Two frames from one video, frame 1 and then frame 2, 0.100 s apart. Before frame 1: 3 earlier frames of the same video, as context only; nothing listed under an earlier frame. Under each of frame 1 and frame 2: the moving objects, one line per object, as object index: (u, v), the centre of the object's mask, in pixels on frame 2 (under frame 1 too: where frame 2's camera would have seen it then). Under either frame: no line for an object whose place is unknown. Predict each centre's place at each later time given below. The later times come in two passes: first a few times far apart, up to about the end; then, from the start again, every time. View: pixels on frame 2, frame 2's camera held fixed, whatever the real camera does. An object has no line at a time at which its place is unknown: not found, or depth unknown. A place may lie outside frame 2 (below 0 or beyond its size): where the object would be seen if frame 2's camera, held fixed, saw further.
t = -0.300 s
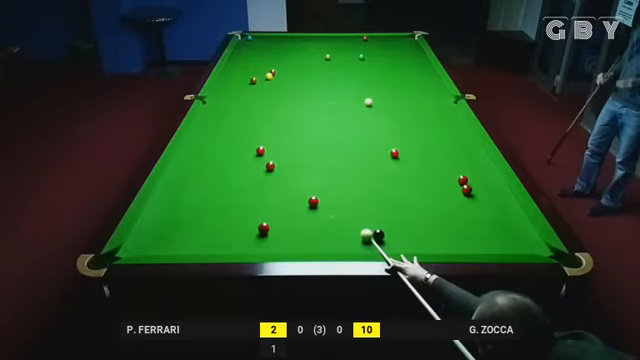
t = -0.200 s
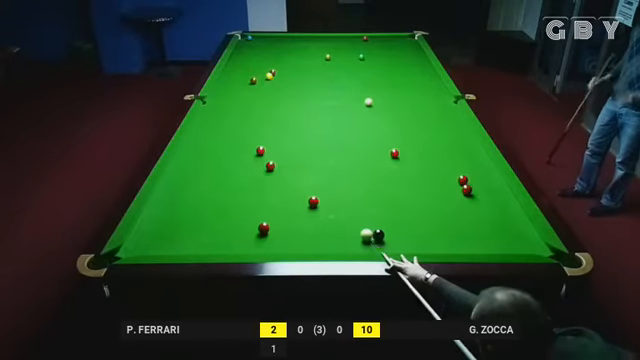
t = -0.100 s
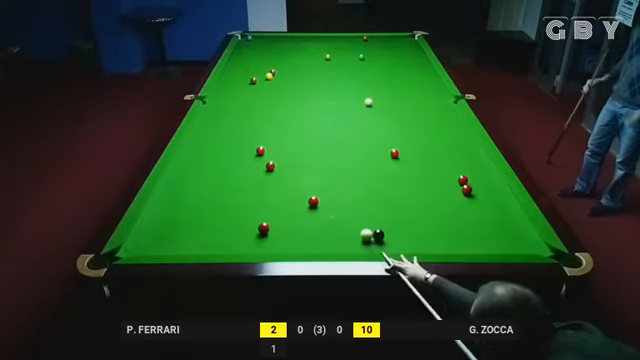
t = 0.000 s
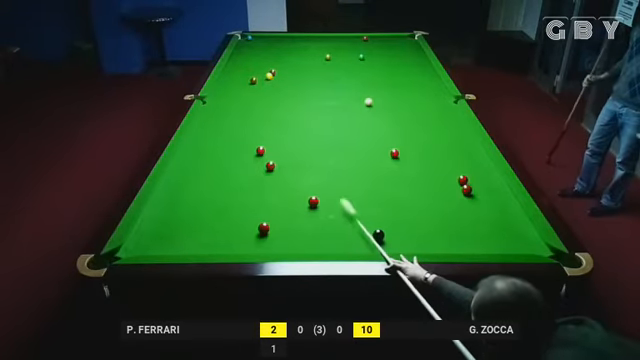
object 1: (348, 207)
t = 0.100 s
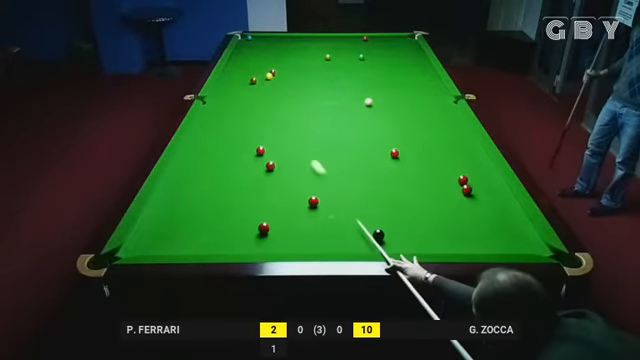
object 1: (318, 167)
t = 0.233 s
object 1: (289, 129)
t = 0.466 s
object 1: (256, 84)
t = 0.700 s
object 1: (236, 80)
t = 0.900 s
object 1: (223, 74)
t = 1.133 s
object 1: (240, 68)
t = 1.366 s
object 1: (254, 63)
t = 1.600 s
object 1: (268, 58)
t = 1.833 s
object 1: (280, 54)
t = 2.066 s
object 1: (291, 49)
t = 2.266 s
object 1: (299, 46)
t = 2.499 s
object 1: (308, 43)
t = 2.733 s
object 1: (317, 40)
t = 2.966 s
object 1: (324, 37)
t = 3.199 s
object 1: (330, 38)
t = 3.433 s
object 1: (335, 39)
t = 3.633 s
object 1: (339, 41)
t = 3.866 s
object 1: (344, 43)
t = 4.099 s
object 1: (348, 44)
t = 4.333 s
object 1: (352, 46)
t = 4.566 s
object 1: (356, 47)
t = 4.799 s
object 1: (359, 49)
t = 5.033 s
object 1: (362, 50)
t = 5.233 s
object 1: (365, 51)
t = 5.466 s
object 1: (367, 52)
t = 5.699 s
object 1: (369, 53)
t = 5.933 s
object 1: (371, 54)
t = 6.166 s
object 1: (372, 54)
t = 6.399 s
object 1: (373, 55)
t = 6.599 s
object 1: (374, 55)
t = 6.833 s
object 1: (375, 55)
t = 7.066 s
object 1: (375, 55)
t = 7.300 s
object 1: (375, 55)
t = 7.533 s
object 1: (375, 55)
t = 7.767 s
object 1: (375, 55)
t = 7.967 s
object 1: (375, 55)
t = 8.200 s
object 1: (375, 55)
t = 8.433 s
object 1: (375, 55)
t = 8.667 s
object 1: (375, 55)
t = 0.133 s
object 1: (310, 156)
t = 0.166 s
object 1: (302, 147)
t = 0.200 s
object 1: (295, 138)
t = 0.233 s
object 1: (289, 129)
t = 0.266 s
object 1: (284, 121)
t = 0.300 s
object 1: (279, 115)
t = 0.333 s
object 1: (273, 108)
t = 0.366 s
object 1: (268, 101)
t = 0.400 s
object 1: (264, 95)
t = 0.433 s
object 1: (260, 89)
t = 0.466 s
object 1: (256, 84)
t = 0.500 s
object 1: (252, 82)
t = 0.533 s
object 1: (250, 82)
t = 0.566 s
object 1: (247, 82)
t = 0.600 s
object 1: (245, 82)
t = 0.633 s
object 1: (242, 81)
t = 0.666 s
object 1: (239, 80)
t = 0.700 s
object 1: (236, 80)
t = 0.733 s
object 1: (234, 79)
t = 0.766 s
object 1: (231, 78)
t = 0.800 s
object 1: (229, 77)
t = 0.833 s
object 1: (226, 76)
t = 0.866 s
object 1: (224, 75)
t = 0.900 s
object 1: (223, 74)
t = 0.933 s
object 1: (226, 73)
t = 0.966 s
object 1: (229, 72)
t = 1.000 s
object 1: (231, 71)
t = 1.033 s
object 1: (234, 71)
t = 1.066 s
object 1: (236, 70)
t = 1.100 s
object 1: (238, 69)
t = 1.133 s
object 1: (240, 68)
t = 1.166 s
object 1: (242, 67)
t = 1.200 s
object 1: (245, 67)
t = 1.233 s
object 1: (246, 66)
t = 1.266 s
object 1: (249, 65)
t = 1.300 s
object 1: (251, 64)
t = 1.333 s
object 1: (253, 63)
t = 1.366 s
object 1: (254, 63)
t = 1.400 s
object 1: (257, 62)
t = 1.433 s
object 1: (258, 61)
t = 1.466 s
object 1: (260, 61)
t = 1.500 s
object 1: (262, 60)
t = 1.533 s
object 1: (264, 59)
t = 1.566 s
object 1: (266, 58)
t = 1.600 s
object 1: (268, 58)
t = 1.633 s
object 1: (270, 57)
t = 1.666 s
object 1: (271, 57)
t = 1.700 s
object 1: (273, 56)
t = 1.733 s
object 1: (275, 55)
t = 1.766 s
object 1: (276, 55)
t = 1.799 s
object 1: (278, 54)
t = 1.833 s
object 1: (280, 54)
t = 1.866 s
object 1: (281, 53)
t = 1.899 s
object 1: (283, 52)
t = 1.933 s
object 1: (285, 52)
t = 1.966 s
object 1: (286, 51)
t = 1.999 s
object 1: (288, 50)
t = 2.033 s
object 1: (290, 50)
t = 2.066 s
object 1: (291, 49)
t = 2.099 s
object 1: (292, 49)
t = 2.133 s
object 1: (294, 48)
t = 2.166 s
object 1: (295, 48)
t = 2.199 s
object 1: (296, 47)
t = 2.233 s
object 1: (298, 47)
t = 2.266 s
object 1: (299, 46)
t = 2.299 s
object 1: (301, 46)
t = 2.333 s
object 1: (302, 45)
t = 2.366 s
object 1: (303, 45)
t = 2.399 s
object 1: (305, 44)
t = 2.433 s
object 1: (306, 44)
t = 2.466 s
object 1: (307, 43)
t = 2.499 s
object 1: (308, 43)
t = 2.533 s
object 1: (310, 42)
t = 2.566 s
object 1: (311, 42)
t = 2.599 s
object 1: (312, 41)
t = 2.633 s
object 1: (313, 41)
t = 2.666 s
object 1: (314, 41)
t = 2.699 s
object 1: (316, 40)
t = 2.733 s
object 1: (317, 40)
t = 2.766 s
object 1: (318, 39)
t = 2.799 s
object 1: (319, 39)
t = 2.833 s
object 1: (320, 38)
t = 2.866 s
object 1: (321, 38)
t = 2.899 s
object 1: (322, 38)
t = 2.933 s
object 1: (323, 37)
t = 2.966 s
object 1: (324, 37)
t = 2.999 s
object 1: (325, 37)
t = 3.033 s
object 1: (326, 37)
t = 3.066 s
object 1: (327, 36)
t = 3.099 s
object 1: (328, 37)
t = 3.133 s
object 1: (329, 37)
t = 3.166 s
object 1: (329, 37)
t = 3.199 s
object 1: (330, 38)
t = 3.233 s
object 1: (331, 38)
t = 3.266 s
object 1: (331, 38)
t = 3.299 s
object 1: (332, 38)
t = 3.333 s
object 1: (333, 39)
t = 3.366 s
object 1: (334, 39)
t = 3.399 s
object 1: (334, 39)
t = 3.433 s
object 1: (335, 39)
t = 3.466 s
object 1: (336, 40)
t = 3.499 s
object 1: (336, 40)
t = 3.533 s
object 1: (337, 40)
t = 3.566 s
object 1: (338, 40)
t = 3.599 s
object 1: (339, 41)
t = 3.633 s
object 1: (339, 41)
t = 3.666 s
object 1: (340, 42)
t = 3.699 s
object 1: (341, 42)
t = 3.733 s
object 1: (341, 42)
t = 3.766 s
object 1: (342, 42)
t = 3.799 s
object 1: (342, 42)
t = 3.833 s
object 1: (343, 43)
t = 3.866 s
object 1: (344, 43)
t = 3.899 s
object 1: (344, 43)
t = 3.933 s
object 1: (345, 43)
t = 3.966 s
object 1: (346, 44)
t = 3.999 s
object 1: (346, 44)
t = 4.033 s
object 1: (347, 44)
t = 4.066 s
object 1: (347, 44)
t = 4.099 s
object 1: (348, 44)
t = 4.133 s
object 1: (349, 44)
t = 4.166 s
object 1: (349, 45)
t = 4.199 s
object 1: (350, 45)
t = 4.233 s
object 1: (351, 45)
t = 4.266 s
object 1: (351, 46)
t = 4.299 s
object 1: (352, 46)
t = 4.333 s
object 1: (352, 46)
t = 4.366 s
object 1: (353, 46)
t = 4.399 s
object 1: (353, 46)
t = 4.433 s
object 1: (354, 47)
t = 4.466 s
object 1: (354, 47)
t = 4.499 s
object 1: (355, 47)
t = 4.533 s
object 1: (355, 47)
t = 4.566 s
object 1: (356, 47)
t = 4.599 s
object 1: (356, 48)
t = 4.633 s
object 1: (357, 48)
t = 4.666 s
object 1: (357, 48)
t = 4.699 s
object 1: (358, 48)
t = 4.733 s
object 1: (358, 48)
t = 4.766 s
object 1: (359, 49)
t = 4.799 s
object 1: (359, 49)
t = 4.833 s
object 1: (360, 49)
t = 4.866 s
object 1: (360, 49)
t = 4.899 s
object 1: (361, 49)
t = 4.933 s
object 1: (361, 50)
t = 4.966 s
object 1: (362, 50)
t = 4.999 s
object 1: (362, 50)
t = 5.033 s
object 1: (362, 50)
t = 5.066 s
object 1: (363, 50)
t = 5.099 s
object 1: (363, 50)
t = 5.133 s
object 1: (363, 51)
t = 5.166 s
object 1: (364, 51)
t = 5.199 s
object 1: (364, 51)
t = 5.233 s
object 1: (365, 51)
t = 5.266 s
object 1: (365, 51)
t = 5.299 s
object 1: (366, 51)
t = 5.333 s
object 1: (366, 51)
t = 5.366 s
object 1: (366, 52)
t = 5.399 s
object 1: (366, 52)
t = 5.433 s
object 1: (367, 52)
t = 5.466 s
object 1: (367, 52)
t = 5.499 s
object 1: (367, 52)
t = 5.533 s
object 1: (368, 52)
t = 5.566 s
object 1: (368, 52)
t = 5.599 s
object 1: (368, 52)
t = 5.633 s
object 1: (368, 52)
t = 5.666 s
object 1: (369, 53)
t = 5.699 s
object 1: (369, 53)
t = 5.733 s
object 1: (370, 53)
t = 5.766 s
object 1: (370, 53)
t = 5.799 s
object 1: (371, 53)
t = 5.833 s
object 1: (371, 53)
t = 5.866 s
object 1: (371, 53)
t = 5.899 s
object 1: (371, 54)
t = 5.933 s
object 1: (371, 54)
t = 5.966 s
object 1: (371, 54)
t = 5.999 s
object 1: (372, 54)
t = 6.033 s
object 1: (372, 54)
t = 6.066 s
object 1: (372, 54)
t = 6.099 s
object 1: (372, 54)
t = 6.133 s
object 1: (372, 54)
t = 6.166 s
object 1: (372, 54)
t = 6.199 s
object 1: (373, 54)
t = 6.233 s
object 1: (373, 54)
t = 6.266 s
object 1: (373, 54)
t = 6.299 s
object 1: (373, 55)
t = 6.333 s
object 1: (373, 55)
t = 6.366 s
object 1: (373, 55)
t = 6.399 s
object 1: (373, 55)
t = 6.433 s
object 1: (374, 55)
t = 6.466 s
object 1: (374, 55)
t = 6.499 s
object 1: (374, 55)
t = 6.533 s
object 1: (374, 55)
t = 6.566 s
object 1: (374, 55)
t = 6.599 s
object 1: (374, 55)
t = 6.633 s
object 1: (375, 55)
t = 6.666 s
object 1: (375, 55)
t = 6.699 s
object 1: (375, 55)
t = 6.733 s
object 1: (375, 55)
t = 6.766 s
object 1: (375, 55)
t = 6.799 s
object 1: (375, 55)
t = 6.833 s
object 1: (375, 55)
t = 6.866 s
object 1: (375, 55)
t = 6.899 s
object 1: (375, 55)
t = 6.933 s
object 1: (375, 55)
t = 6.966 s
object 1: (375, 55)
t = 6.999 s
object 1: (375, 55)
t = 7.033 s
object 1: (375, 55)
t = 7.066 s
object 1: (375, 55)
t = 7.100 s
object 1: (375, 55)
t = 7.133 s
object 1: (375, 55)
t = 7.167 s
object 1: (375, 55)
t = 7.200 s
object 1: (375, 55)
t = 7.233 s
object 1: (375, 55)
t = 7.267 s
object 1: (375, 55)
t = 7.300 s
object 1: (375, 55)
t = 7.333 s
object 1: (375, 55)
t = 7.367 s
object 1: (375, 55)
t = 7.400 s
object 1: (375, 55)
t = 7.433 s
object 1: (375, 55)
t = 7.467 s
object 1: (375, 55)
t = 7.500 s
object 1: (375, 55)
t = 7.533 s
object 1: (375, 55)
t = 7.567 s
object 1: (375, 55)
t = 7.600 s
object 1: (375, 55)
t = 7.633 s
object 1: (375, 55)
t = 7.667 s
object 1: (375, 55)
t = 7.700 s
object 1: (375, 55)
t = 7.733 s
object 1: (375, 55)
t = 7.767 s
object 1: (375, 55)
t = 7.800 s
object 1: (375, 55)
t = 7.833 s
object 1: (375, 55)
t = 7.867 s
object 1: (375, 55)
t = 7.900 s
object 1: (375, 55)
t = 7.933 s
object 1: (375, 55)
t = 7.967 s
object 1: (375, 55)
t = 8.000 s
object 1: (375, 55)
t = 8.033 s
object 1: (375, 55)
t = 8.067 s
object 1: (375, 55)
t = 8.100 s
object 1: (375, 55)
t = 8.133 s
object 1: (375, 55)
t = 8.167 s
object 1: (375, 55)
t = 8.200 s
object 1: (375, 55)
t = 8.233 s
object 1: (375, 55)
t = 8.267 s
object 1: (375, 55)
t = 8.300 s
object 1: (375, 55)
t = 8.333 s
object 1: (375, 55)
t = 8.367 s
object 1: (375, 55)
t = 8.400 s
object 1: (375, 55)
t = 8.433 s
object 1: (375, 55)
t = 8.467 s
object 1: (375, 55)
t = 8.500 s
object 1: (375, 55)
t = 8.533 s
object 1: (375, 55)
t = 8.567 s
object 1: (375, 55)
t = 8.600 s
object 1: (375, 55)
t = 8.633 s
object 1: (375, 55)
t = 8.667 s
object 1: (375, 55)
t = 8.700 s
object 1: (375, 55)
